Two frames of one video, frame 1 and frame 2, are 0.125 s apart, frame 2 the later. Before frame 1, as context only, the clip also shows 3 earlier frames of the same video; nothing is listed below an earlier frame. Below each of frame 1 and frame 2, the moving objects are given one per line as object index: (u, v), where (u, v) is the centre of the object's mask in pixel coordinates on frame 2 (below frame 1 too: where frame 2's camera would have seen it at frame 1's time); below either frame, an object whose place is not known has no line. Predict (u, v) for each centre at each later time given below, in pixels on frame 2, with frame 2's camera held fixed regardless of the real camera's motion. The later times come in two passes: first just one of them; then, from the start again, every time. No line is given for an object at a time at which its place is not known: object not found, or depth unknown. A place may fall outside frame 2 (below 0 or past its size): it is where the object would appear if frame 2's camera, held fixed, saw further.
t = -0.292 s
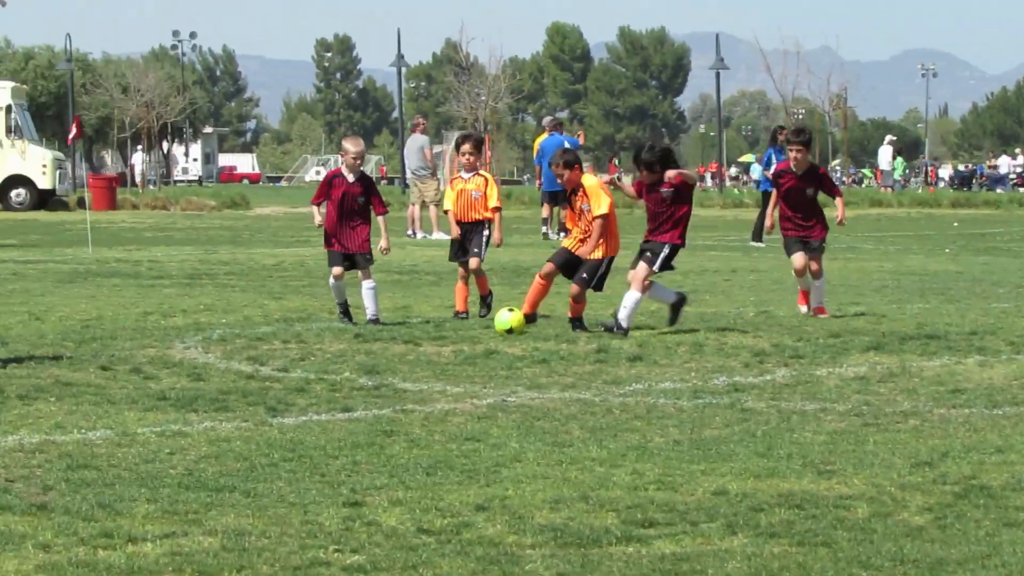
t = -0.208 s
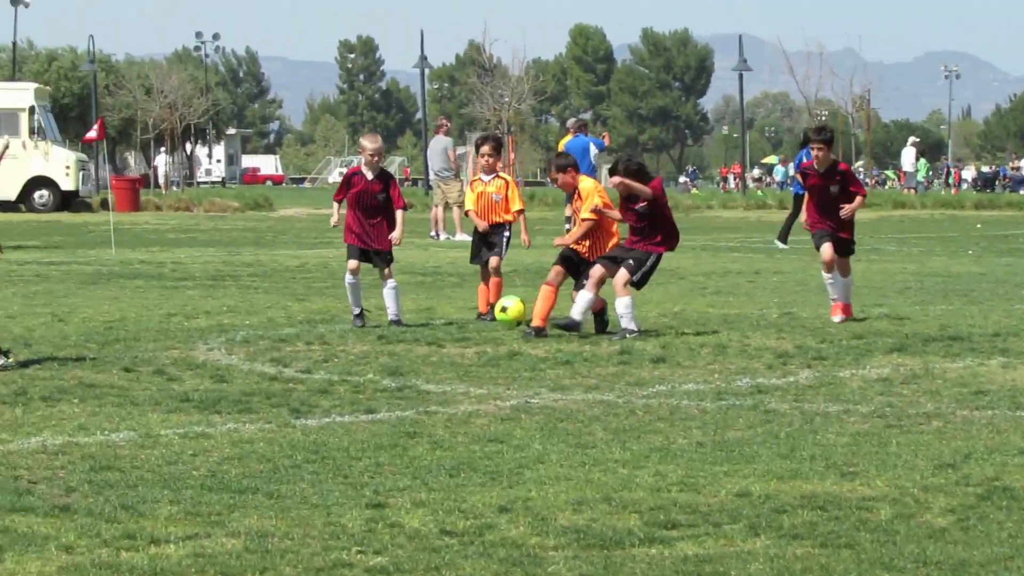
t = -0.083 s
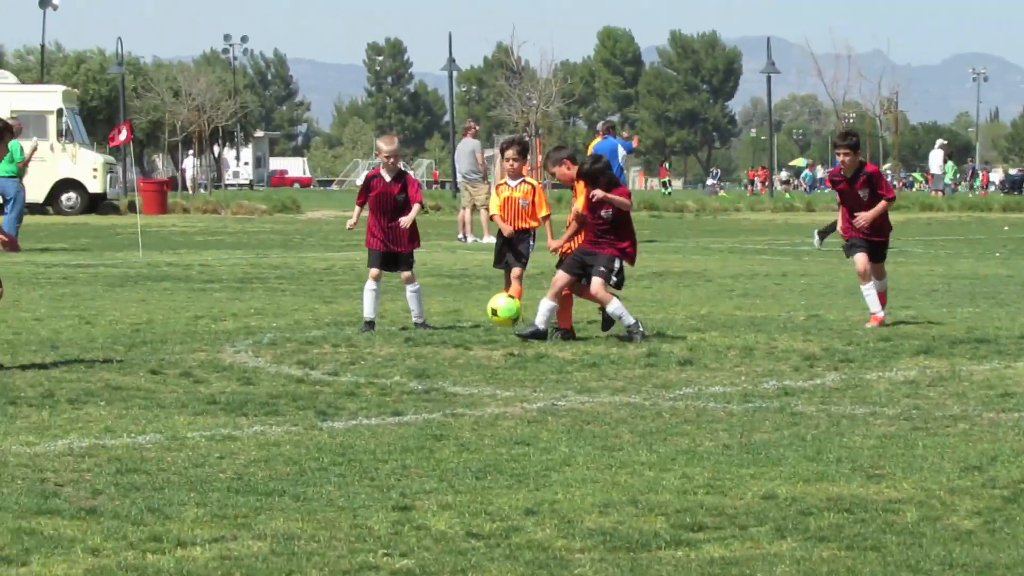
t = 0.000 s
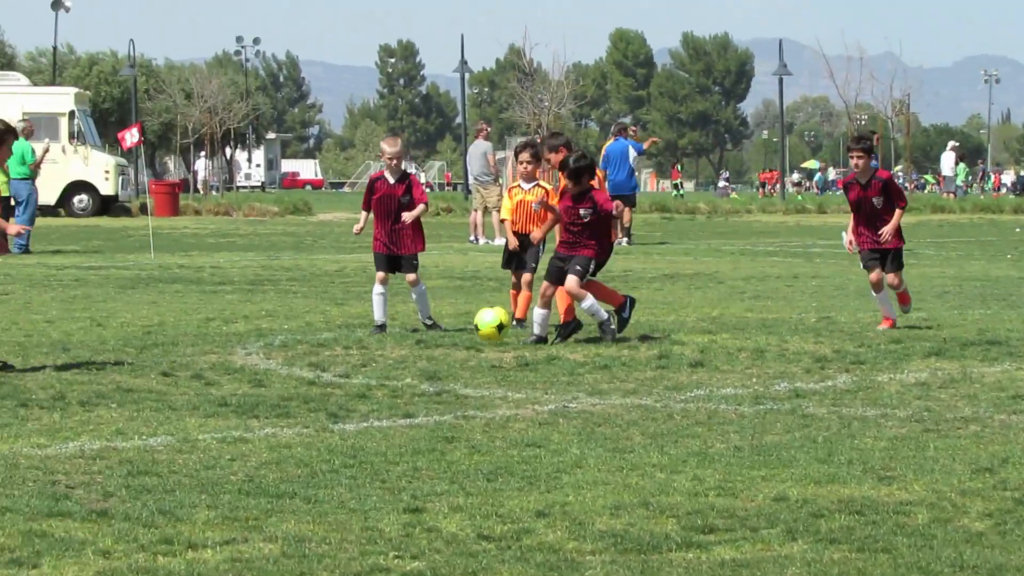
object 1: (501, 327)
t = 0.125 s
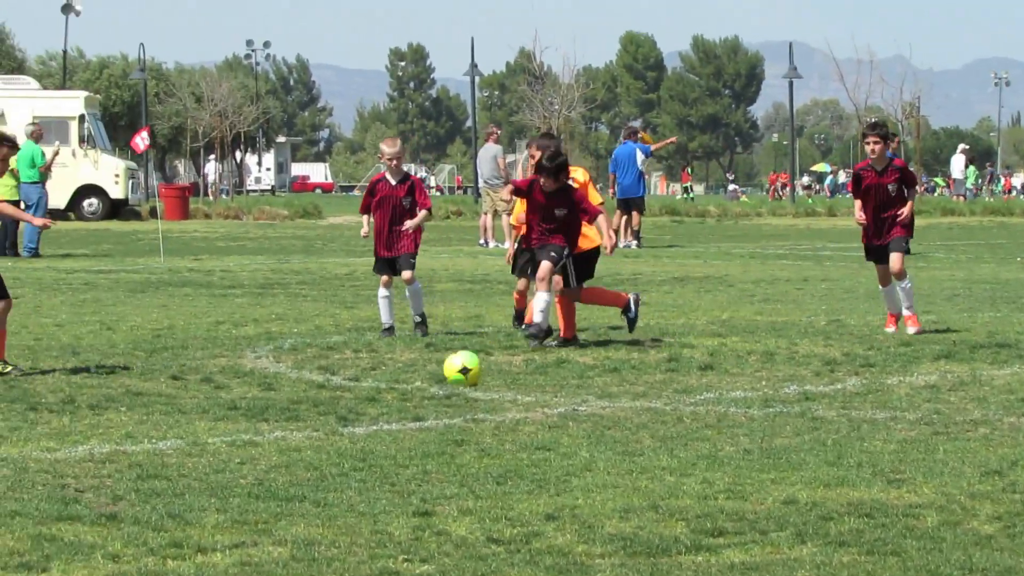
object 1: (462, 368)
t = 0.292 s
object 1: (400, 357)
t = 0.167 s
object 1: (448, 362)
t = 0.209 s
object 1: (433, 356)
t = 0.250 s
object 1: (416, 354)
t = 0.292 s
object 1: (400, 357)
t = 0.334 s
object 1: (383, 363)
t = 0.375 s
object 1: (366, 374)
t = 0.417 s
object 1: (348, 388)
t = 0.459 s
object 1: (328, 394)
